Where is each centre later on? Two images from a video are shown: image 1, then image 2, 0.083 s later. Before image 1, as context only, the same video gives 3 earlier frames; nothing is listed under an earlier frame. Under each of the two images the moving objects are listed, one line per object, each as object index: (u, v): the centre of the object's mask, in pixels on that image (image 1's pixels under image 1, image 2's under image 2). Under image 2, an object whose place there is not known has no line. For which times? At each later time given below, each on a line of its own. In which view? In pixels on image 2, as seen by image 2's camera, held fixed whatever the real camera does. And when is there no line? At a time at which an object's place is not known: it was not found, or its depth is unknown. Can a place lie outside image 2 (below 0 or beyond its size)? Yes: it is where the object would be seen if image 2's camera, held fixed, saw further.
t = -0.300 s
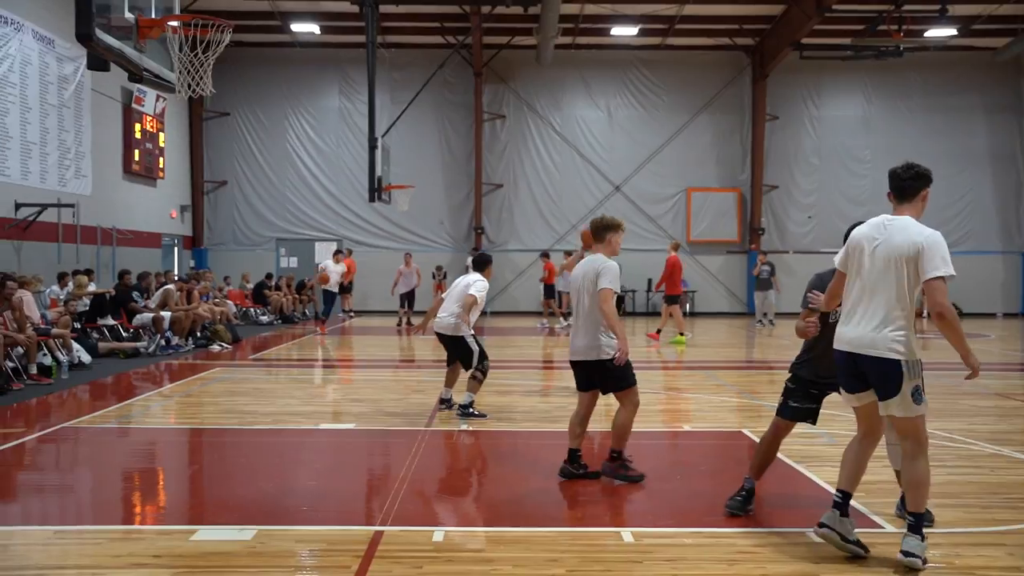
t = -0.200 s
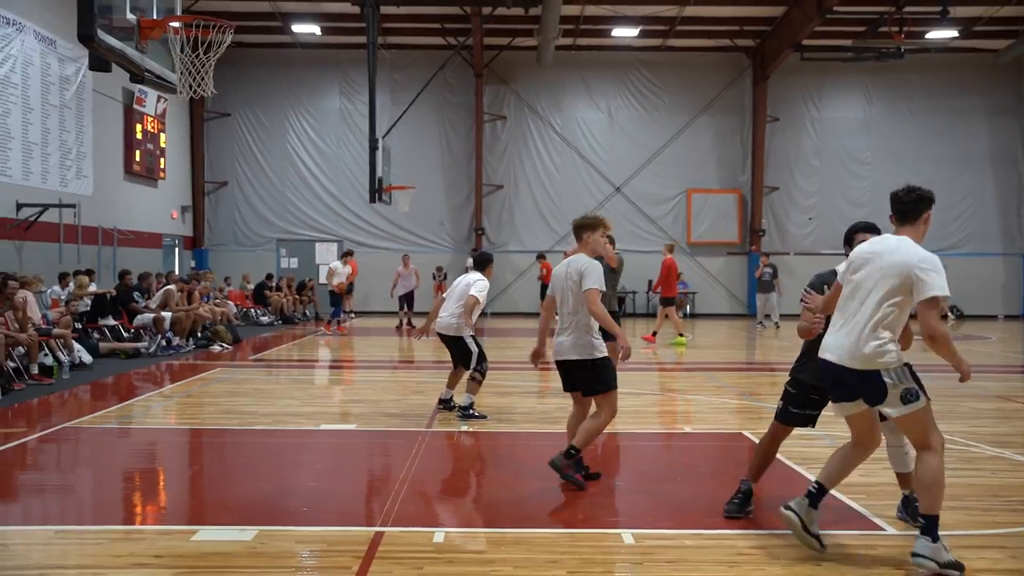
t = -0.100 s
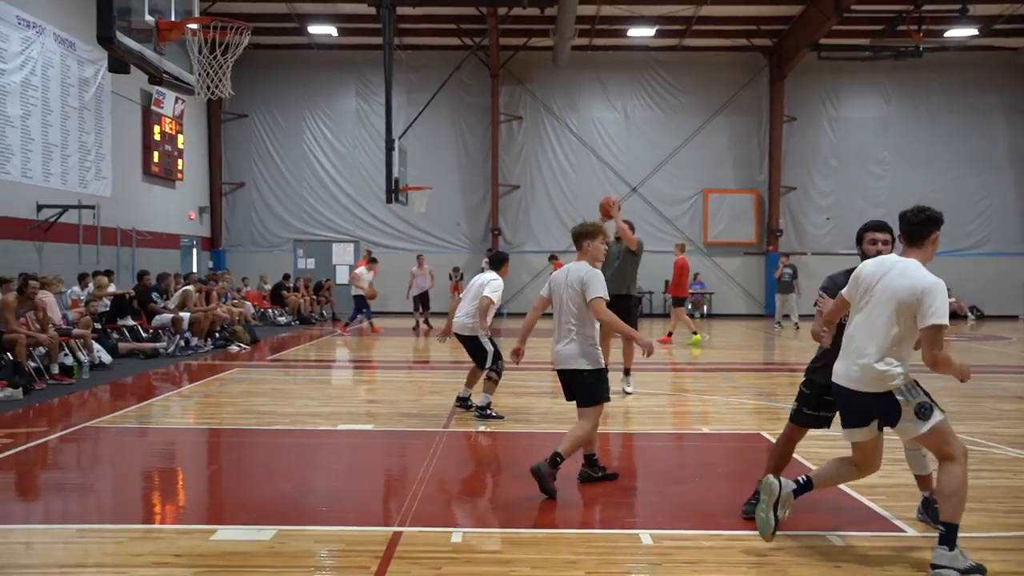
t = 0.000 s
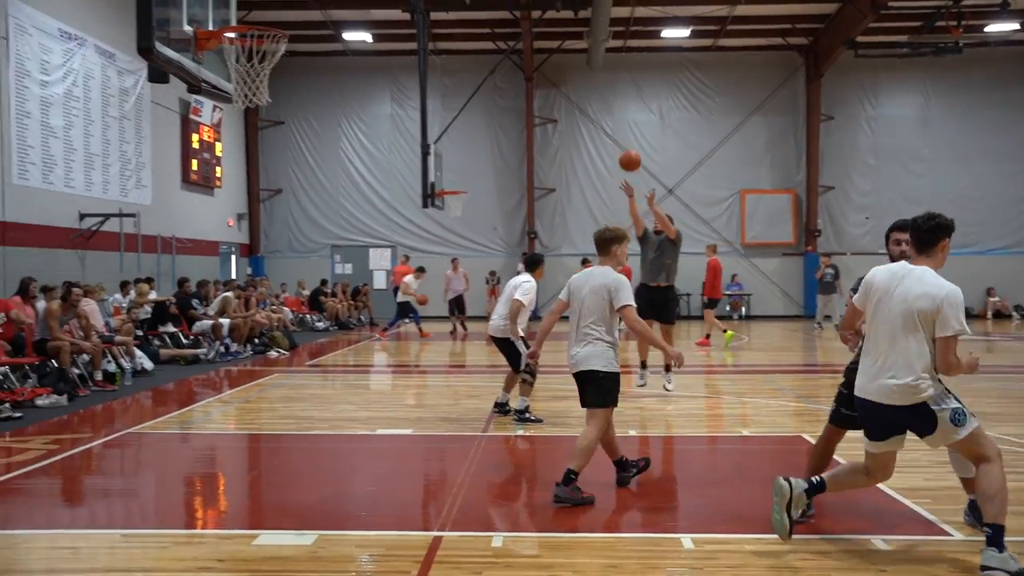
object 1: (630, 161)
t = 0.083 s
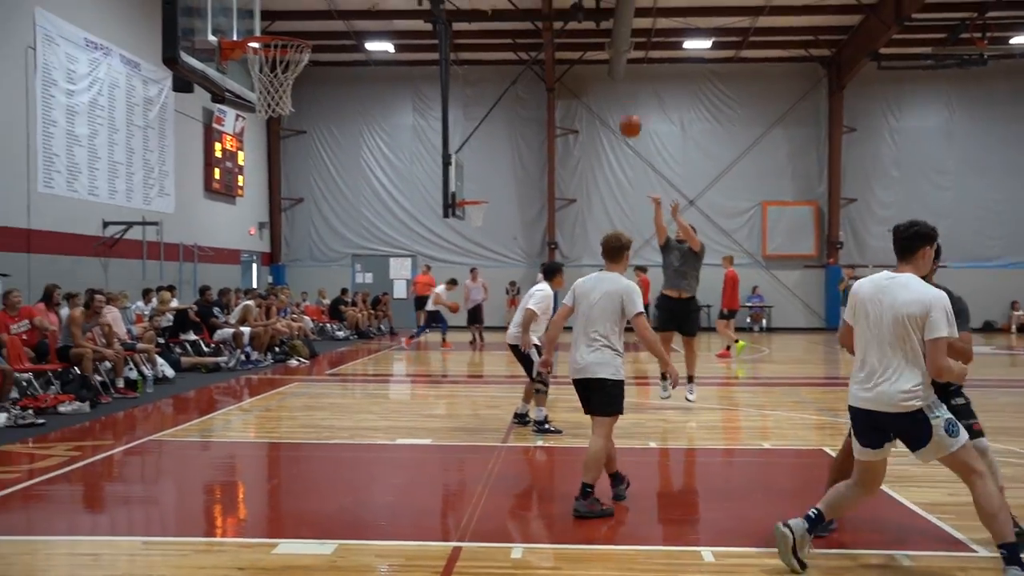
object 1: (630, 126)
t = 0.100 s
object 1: (626, 118)
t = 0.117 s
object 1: (622, 109)
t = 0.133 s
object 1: (618, 100)
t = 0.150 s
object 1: (614, 92)
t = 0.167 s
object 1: (610, 83)
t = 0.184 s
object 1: (605, 76)
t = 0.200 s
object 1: (602, 69)
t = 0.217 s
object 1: (599, 61)
